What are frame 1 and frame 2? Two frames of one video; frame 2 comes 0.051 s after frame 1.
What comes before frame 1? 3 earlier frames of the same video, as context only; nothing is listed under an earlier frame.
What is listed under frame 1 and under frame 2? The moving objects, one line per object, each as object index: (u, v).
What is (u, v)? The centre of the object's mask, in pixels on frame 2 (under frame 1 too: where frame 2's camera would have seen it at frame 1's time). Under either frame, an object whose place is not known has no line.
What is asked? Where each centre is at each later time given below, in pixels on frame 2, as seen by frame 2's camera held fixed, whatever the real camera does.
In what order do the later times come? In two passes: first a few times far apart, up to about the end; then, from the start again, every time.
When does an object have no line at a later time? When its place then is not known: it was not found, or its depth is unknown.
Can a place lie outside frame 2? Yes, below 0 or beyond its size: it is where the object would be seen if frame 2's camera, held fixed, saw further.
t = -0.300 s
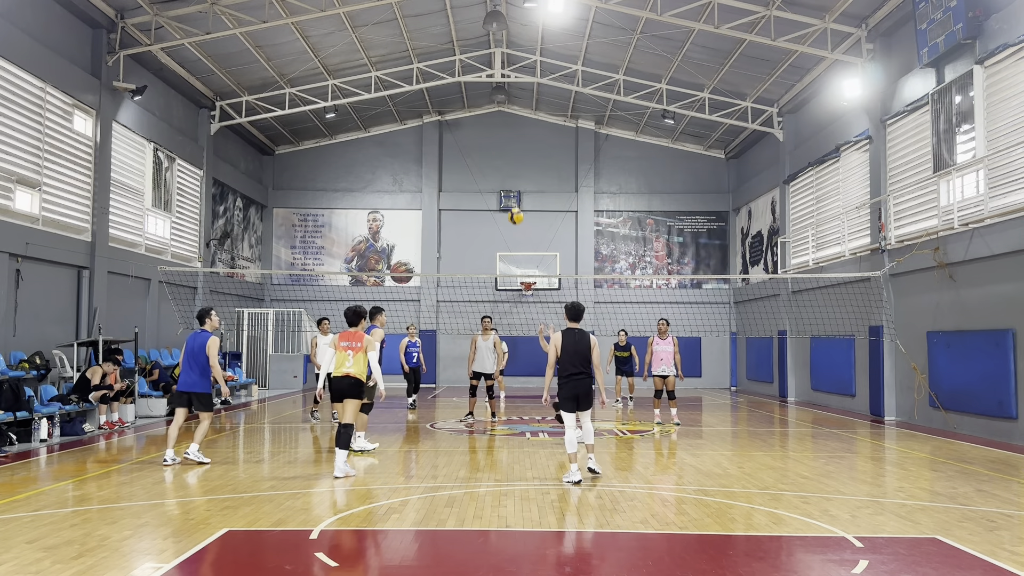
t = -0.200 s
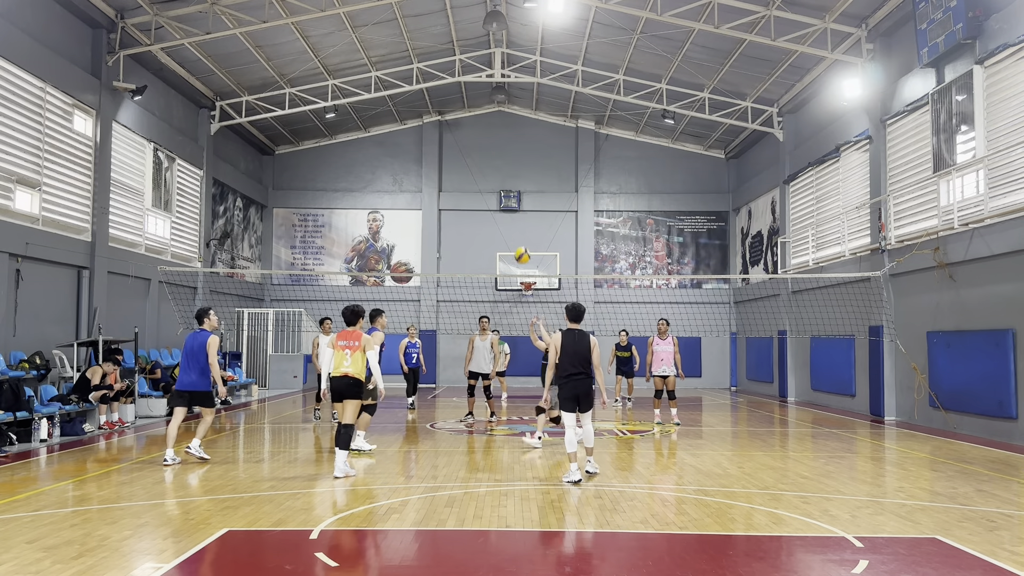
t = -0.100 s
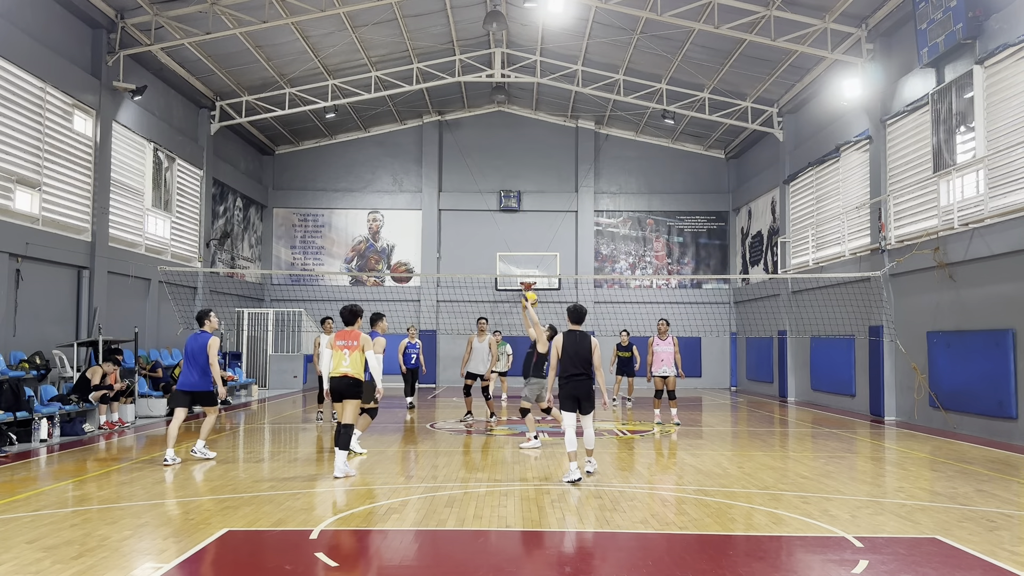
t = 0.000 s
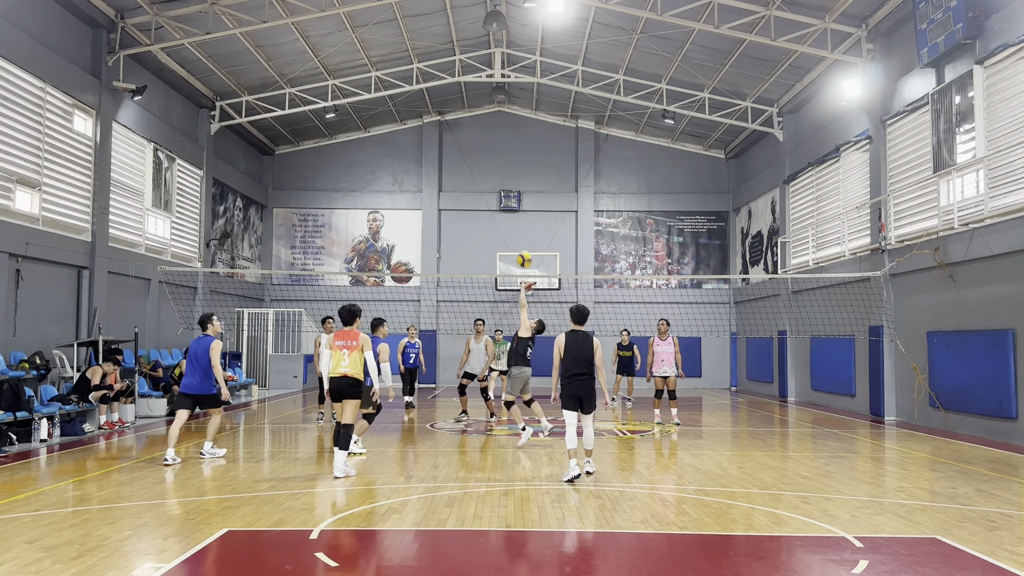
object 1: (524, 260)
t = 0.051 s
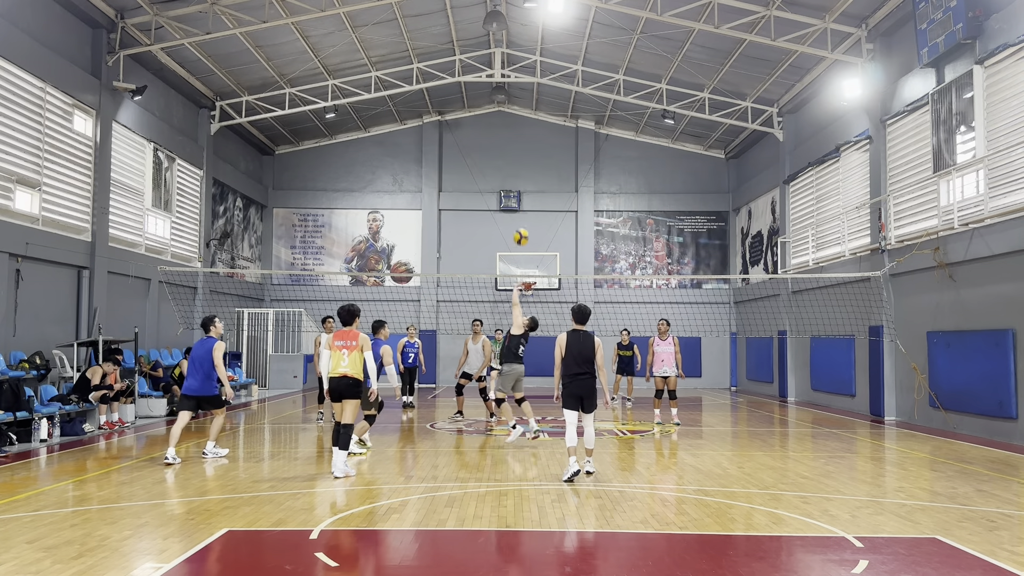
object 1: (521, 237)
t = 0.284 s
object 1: (506, 161)
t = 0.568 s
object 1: (487, 127)
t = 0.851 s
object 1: (469, 149)
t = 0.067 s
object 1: (520, 230)
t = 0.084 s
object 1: (519, 223)
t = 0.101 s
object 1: (518, 217)
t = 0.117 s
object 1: (517, 210)
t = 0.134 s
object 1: (515, 204)
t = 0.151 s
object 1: (515, 199)
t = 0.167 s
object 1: (514, 193)
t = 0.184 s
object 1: (512, 188)
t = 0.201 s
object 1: (511, 183)
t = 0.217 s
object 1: (510, 178)
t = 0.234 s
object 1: (509, 173)
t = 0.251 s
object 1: (508, 169)
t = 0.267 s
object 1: (507, 165)
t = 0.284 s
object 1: (506, 161)
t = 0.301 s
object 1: (505, 157)
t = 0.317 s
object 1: (504, 154)
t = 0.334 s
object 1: (503, 150)
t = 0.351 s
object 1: (502, 147)
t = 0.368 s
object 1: (500, 145)
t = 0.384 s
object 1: (499, 142)
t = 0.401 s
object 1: (498, 140)
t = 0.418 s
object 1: (497, 137)
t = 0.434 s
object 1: (496, 136)
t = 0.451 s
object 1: (495, 134)
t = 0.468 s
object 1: (494, 132)
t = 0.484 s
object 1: (493, 131)
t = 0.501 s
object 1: (492, 130)
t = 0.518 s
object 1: (490, 129)
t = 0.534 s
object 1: (489, 128)
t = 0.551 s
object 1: (488, 127)
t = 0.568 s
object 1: (487, 127)
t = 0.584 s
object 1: (486, 127)
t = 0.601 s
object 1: (485, 127)
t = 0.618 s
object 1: (484, 127)
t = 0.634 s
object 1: (483, 128)
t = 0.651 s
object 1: (482, 128)
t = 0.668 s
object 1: (481, 129)
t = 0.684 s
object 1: (480, 130)
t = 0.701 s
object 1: (479, 131)
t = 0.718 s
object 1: (478, 132)
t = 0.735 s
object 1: (477, 134)
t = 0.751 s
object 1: (476, 135)
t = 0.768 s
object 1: (474, 137)
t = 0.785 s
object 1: (473, 139)
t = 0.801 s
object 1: (472, 141)
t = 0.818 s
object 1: (471, 144)
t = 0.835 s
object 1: (470, 146)
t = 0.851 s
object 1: (469, 149)
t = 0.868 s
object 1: (468, 152)
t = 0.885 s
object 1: (467, 155)
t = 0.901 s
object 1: (466, 158)
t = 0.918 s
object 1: (465, 162)
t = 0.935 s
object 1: (464, 165)
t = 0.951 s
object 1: (463, 169)
